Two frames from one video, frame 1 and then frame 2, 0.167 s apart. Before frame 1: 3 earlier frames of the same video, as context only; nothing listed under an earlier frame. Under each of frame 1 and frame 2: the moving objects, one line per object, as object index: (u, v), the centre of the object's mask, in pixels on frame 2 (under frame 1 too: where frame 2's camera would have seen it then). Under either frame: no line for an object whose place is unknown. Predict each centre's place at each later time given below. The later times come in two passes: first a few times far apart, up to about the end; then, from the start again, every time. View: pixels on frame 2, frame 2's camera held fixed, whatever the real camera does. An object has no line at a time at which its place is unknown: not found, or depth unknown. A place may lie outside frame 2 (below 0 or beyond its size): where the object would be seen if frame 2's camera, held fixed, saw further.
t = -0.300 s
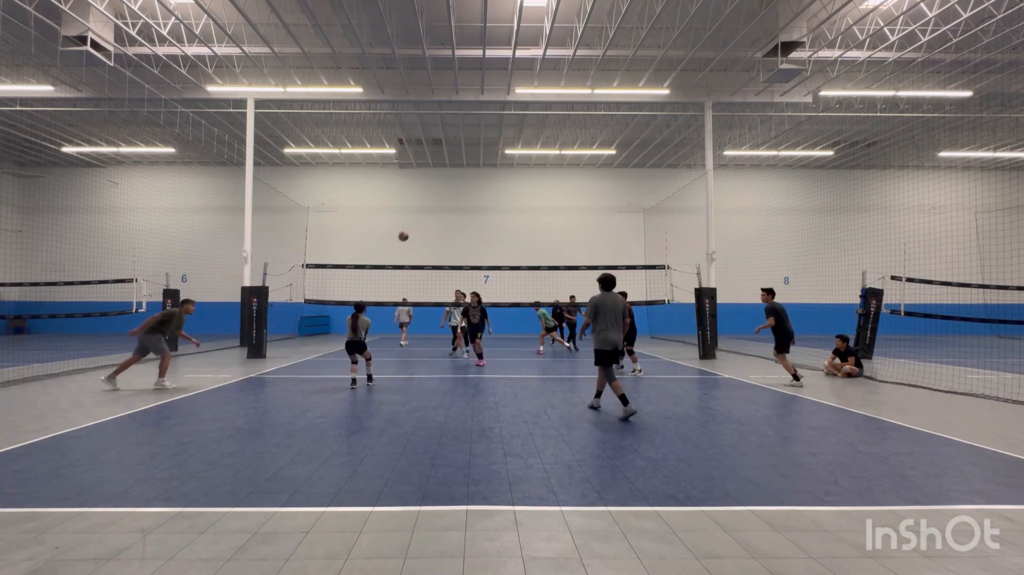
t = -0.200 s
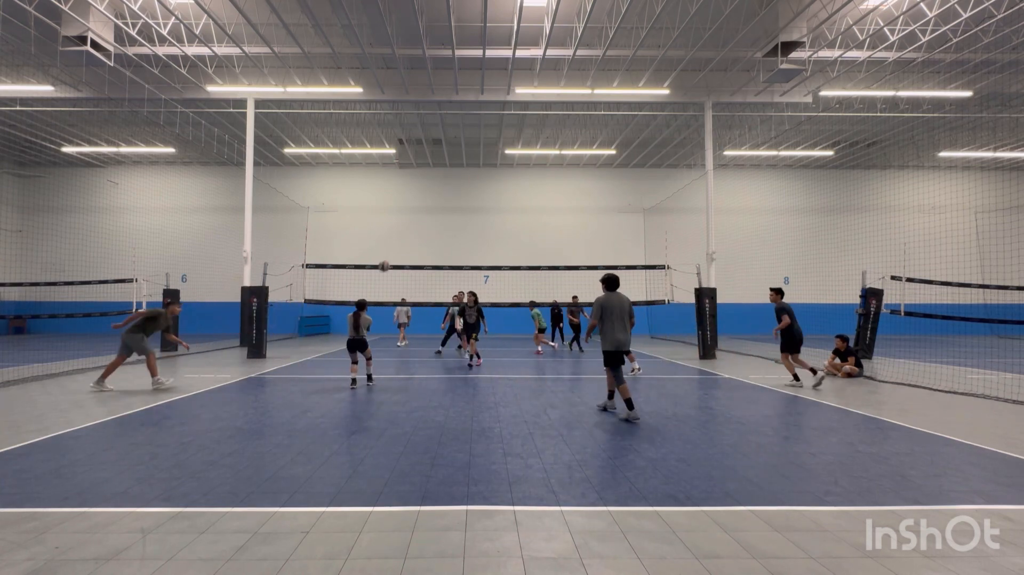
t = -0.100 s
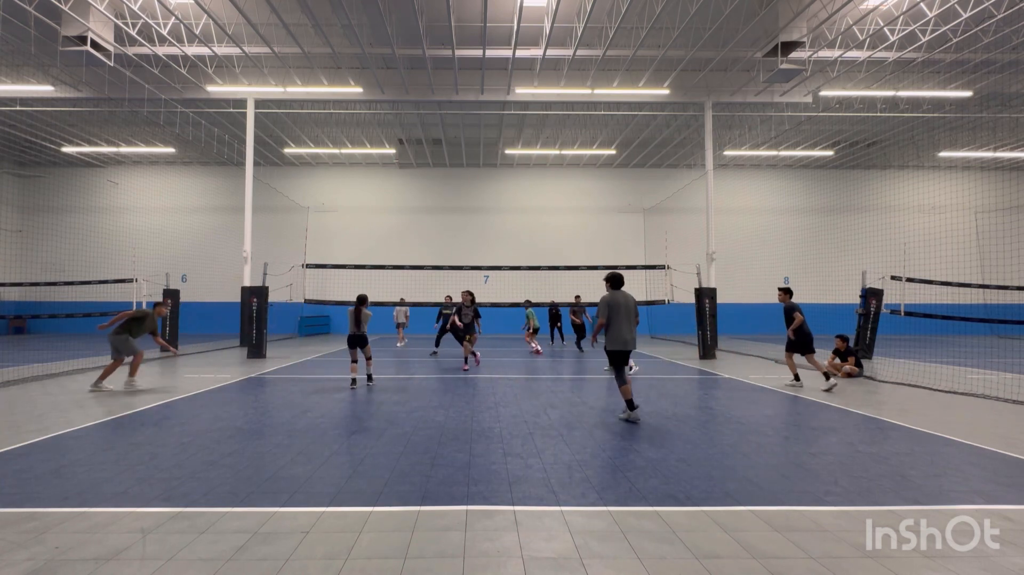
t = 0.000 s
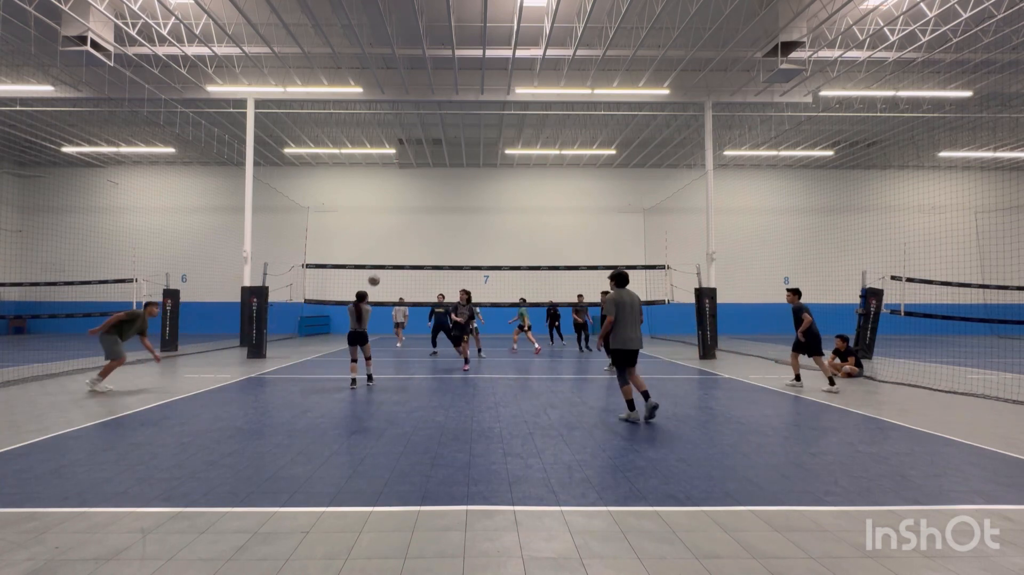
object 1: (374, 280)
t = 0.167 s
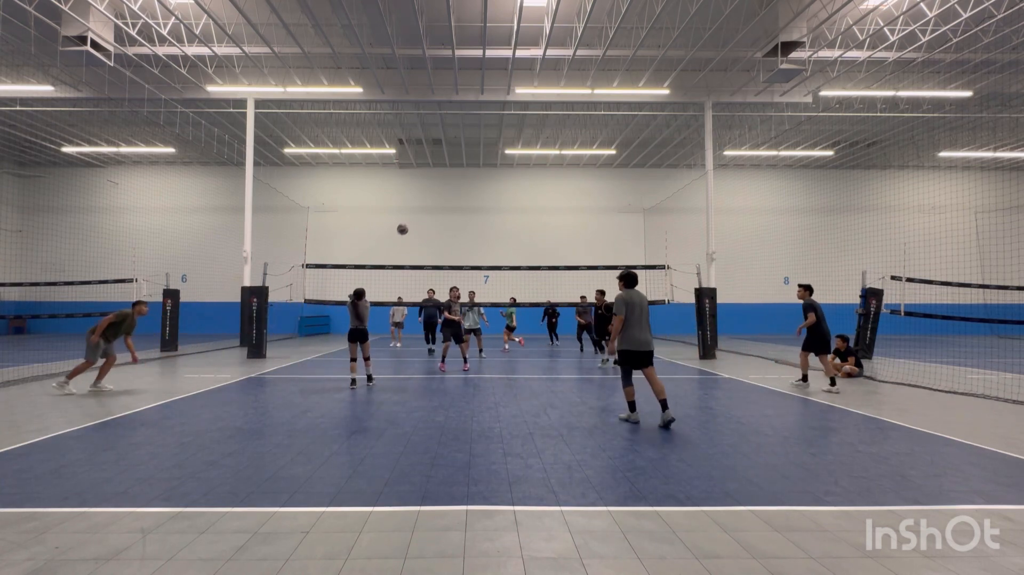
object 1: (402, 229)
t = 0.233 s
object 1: (413, 214)
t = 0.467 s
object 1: (448, 182)
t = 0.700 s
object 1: (480, 180)
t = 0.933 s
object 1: (509, 204)
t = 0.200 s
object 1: (408, 221)
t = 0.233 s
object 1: (413, 214)
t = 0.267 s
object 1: (418, 207)
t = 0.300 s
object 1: (423, 202)
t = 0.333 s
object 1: (428, 196)
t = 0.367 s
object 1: (434, 192)
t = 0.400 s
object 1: (438, 188)
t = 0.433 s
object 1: (443, 185)
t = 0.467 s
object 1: (448, 182)
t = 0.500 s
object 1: (453, 180)
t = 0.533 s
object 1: (458, 179)
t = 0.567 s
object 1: (462, 178)
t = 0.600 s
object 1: (467, 178)
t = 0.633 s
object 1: (471, 178)
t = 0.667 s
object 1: (476, 179)
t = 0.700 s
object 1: (480, 180)
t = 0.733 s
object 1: (484, 182)
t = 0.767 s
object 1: (488, 184)
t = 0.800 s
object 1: (493, 187)
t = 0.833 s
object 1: (497, 191)
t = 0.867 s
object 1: (501, 195)
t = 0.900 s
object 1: (505, 199)
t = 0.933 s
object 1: (509, 204)
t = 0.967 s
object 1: (513, 209)
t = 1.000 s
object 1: (516, 216)
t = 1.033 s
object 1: (520, 222)
